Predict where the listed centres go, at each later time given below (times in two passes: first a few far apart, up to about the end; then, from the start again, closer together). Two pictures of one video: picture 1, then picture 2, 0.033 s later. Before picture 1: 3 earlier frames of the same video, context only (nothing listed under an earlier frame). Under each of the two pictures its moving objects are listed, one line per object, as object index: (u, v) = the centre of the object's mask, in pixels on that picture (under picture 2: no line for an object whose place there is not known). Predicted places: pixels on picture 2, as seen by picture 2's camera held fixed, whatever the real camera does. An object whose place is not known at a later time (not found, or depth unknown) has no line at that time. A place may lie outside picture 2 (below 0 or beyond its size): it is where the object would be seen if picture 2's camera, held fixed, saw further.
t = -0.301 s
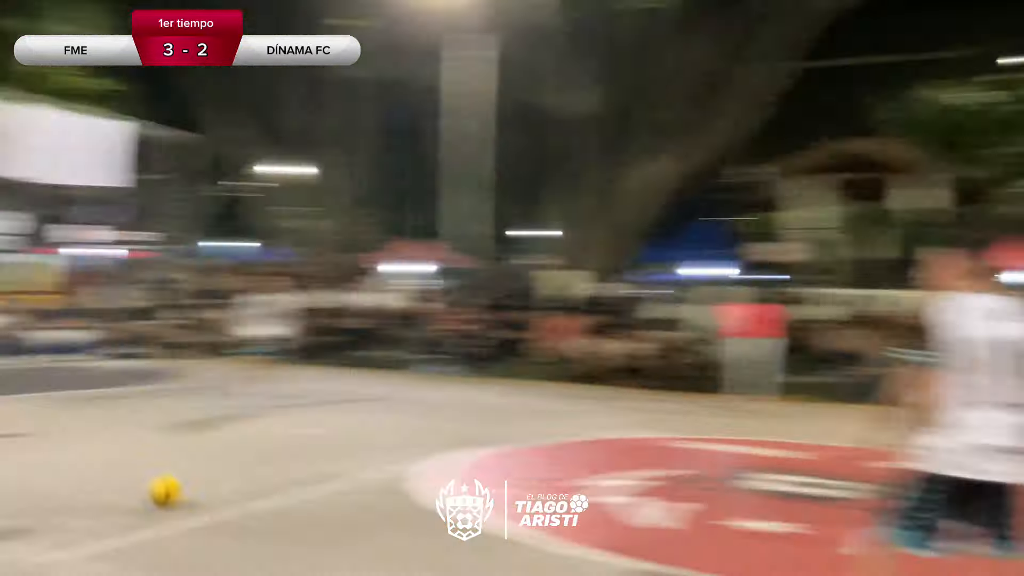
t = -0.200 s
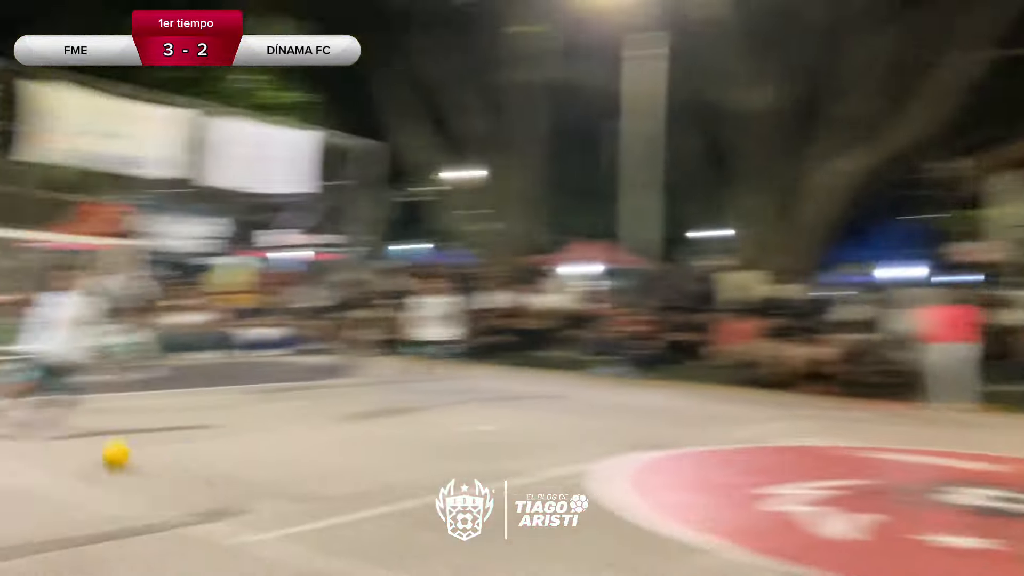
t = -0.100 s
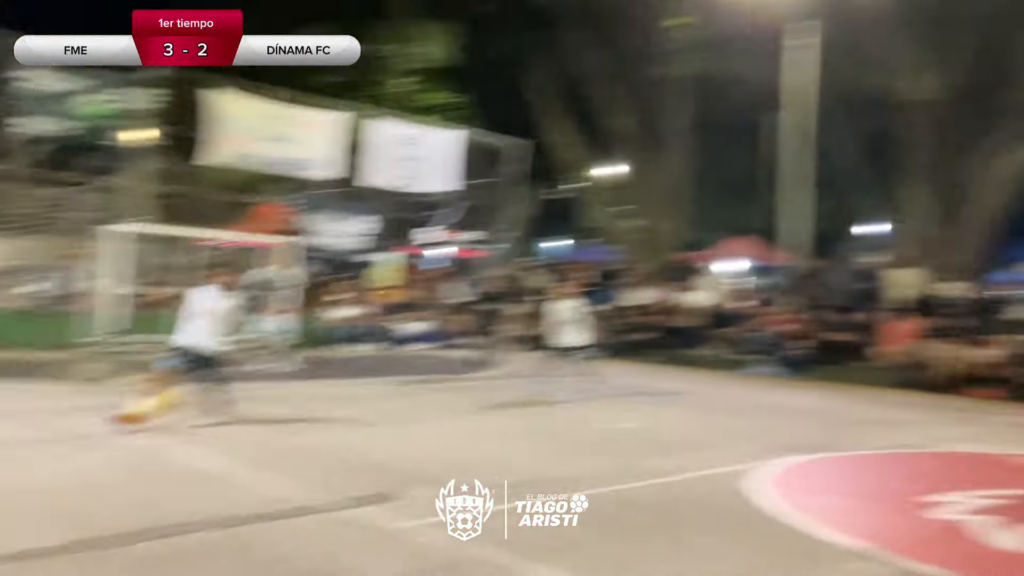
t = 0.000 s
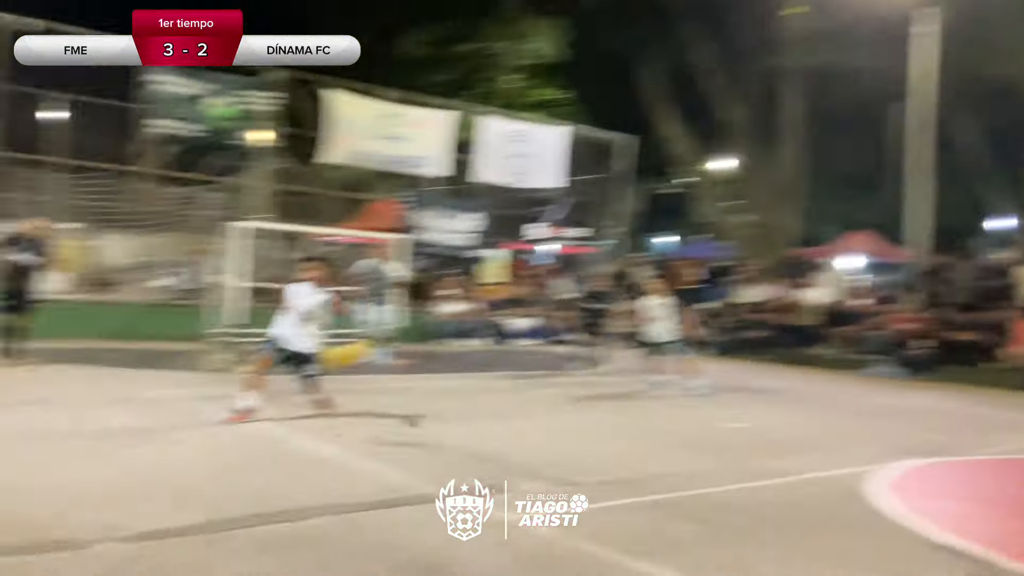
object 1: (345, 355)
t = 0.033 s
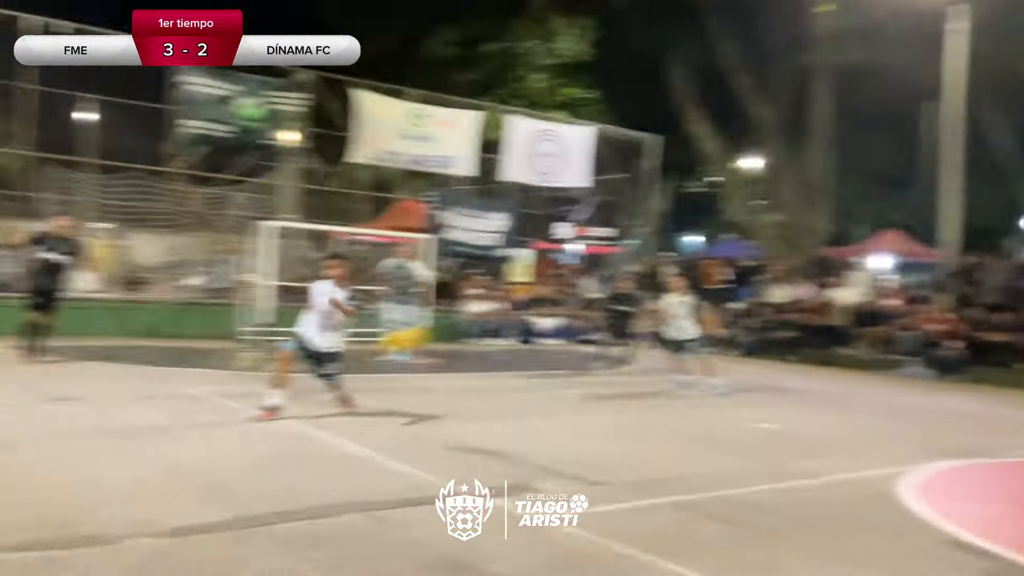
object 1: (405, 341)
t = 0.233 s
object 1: (615, 281)
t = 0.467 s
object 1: (1018, 271)
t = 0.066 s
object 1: (435, 329)
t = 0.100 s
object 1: (464, 319)
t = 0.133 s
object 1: (501, 308)
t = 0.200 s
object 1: (574, 289)
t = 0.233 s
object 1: (615, 281)
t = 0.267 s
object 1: (662, 275)
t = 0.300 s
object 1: (708, 271)
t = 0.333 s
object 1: (758, 267)
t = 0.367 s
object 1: (813, 263)
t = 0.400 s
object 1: (876, 264)
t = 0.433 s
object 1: (945, 267)
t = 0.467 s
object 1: (1018, 271)
